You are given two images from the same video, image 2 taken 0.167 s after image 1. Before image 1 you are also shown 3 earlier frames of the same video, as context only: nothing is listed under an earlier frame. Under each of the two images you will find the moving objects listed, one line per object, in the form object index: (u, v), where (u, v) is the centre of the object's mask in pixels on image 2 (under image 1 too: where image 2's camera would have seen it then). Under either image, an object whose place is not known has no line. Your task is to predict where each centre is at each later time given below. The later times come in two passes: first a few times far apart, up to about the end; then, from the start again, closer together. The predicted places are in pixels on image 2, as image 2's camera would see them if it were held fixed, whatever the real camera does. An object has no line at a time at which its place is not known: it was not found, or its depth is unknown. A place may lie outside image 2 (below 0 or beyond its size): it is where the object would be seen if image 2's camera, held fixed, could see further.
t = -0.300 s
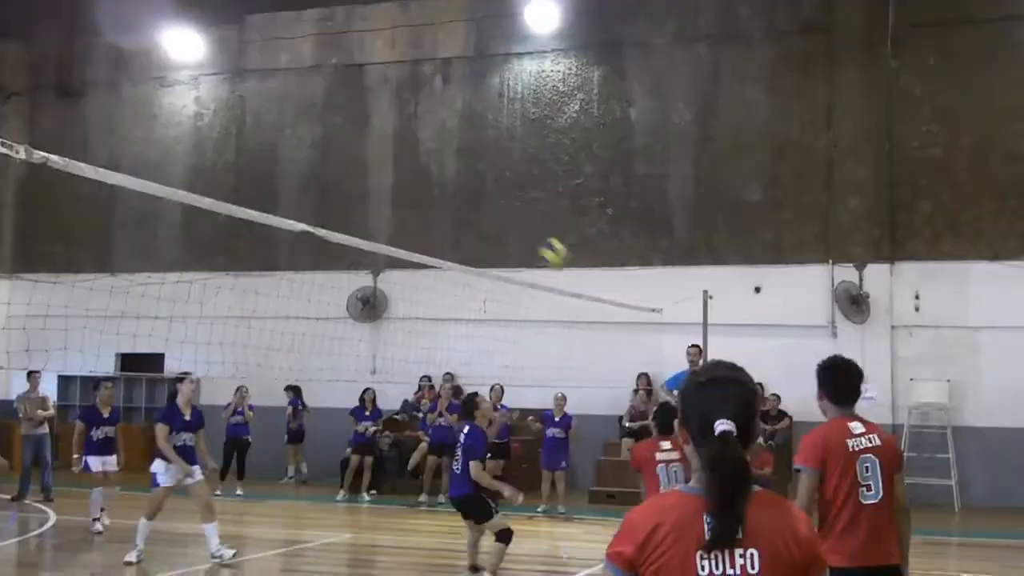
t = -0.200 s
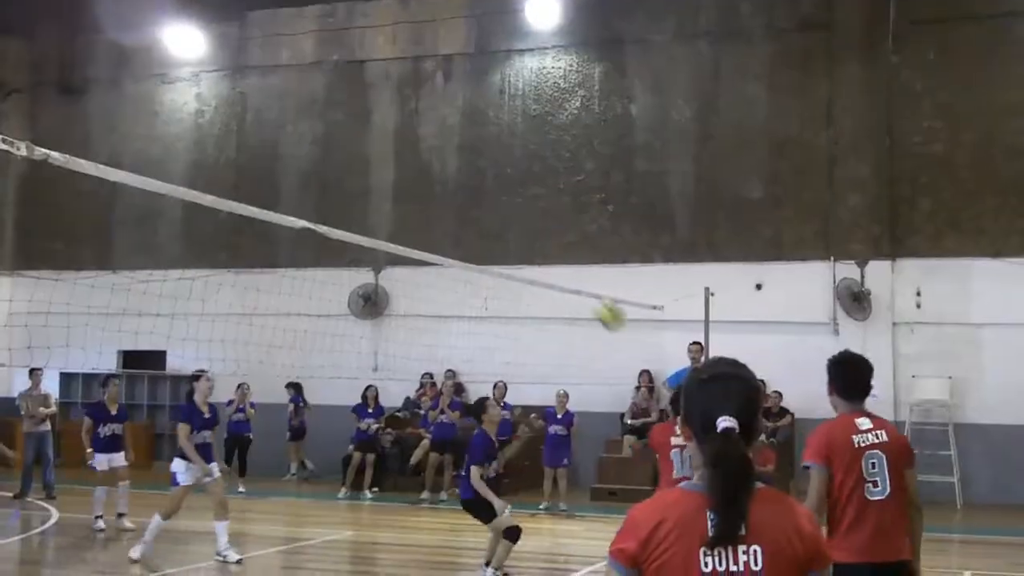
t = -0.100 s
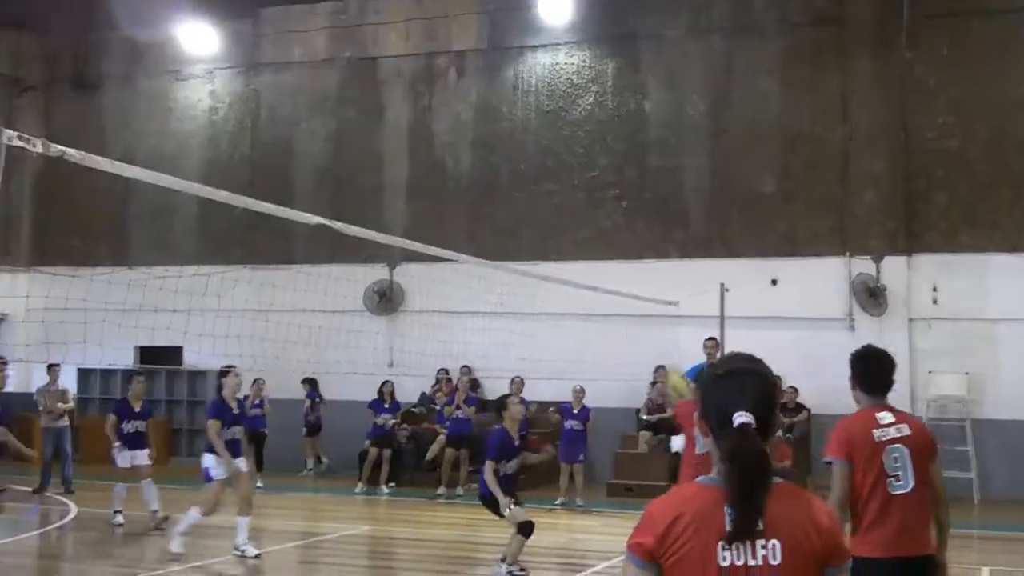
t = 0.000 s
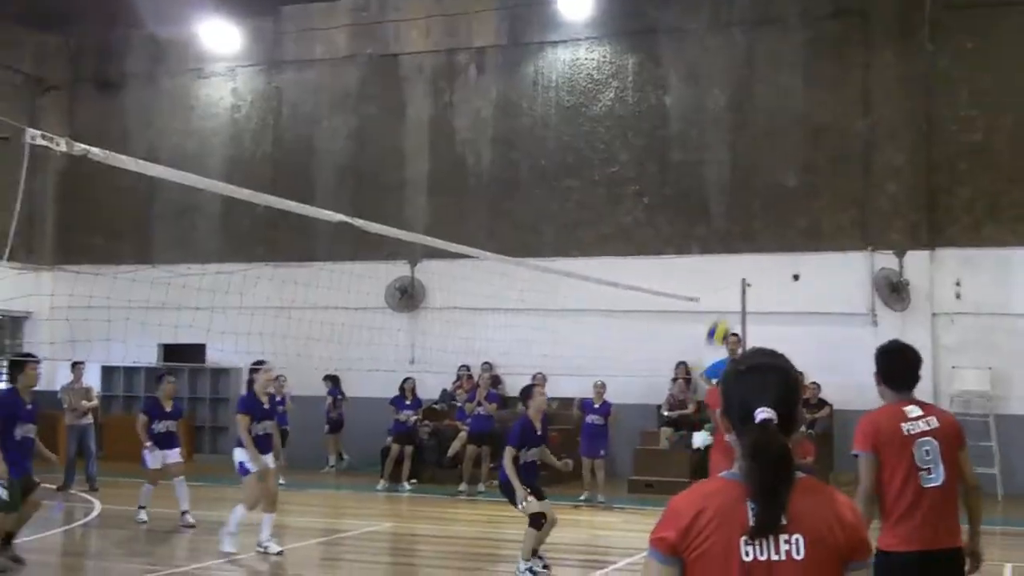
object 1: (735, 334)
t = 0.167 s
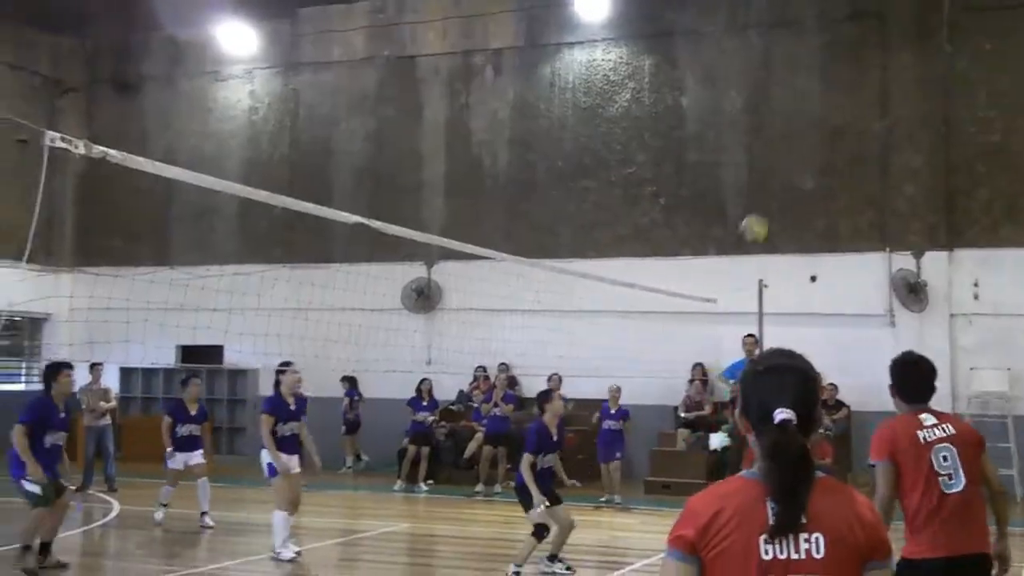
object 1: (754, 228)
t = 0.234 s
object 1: (762, 197)
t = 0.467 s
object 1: (788, 134)
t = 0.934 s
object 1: (836, 203)
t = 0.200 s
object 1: (759, 211)
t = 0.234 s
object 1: (762, 197)
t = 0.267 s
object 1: (766, 184)
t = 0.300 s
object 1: (770, 172)
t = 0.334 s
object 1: (771, 162)
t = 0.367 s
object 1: (778, 153)
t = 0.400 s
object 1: (781, 146)
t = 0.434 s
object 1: (784, 140)
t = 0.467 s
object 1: (788, 134)
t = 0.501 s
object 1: (792, 132)
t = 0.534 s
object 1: (796, 128)
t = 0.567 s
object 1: (799, 129)
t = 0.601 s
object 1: (803, 130)
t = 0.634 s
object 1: (806, 131)
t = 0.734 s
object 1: (818, 144)
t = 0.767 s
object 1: (820, 151)
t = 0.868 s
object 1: (830, 178)
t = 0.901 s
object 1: (832, 190)
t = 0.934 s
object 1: (836, 203)
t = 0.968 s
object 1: (839, 218)
